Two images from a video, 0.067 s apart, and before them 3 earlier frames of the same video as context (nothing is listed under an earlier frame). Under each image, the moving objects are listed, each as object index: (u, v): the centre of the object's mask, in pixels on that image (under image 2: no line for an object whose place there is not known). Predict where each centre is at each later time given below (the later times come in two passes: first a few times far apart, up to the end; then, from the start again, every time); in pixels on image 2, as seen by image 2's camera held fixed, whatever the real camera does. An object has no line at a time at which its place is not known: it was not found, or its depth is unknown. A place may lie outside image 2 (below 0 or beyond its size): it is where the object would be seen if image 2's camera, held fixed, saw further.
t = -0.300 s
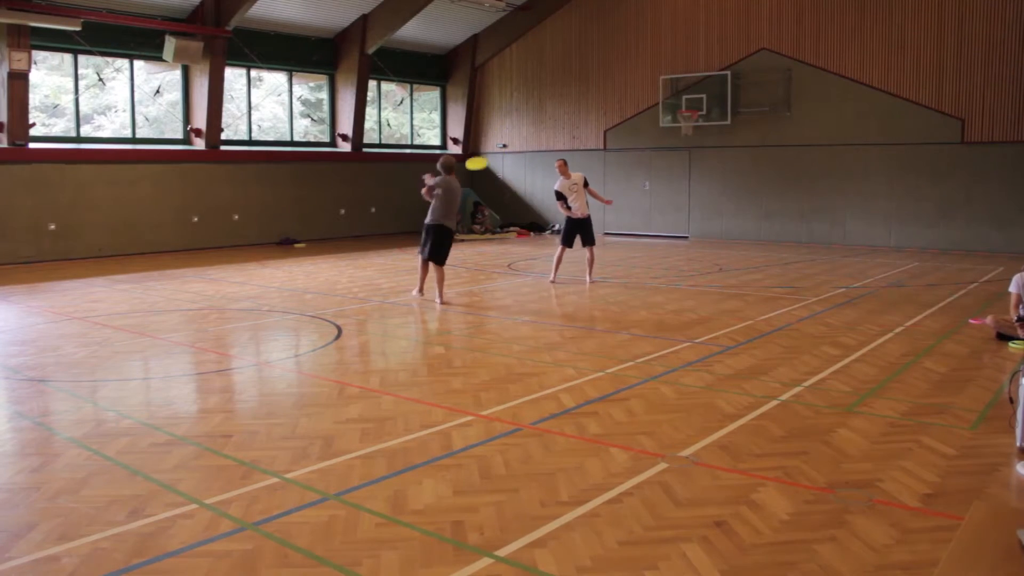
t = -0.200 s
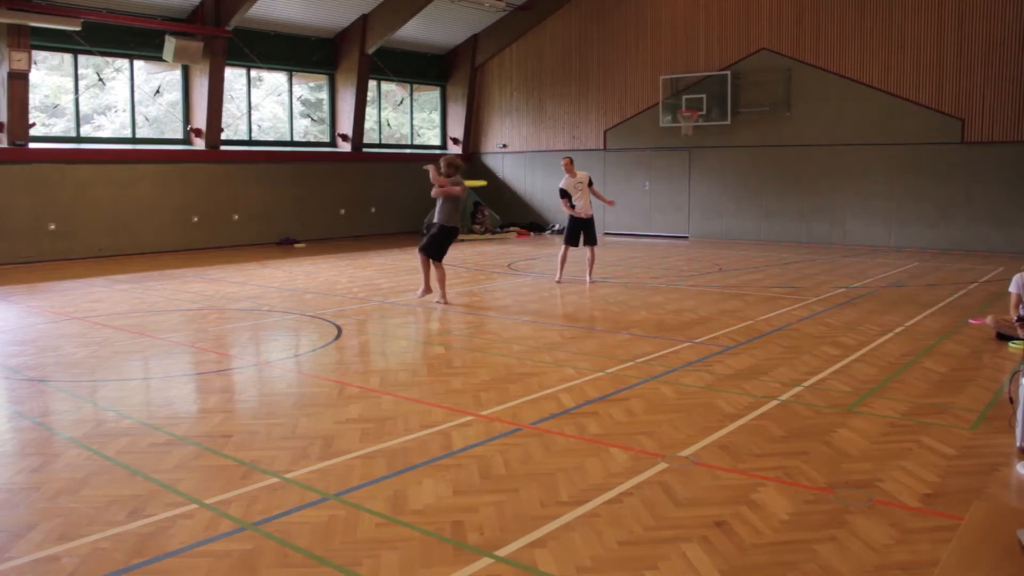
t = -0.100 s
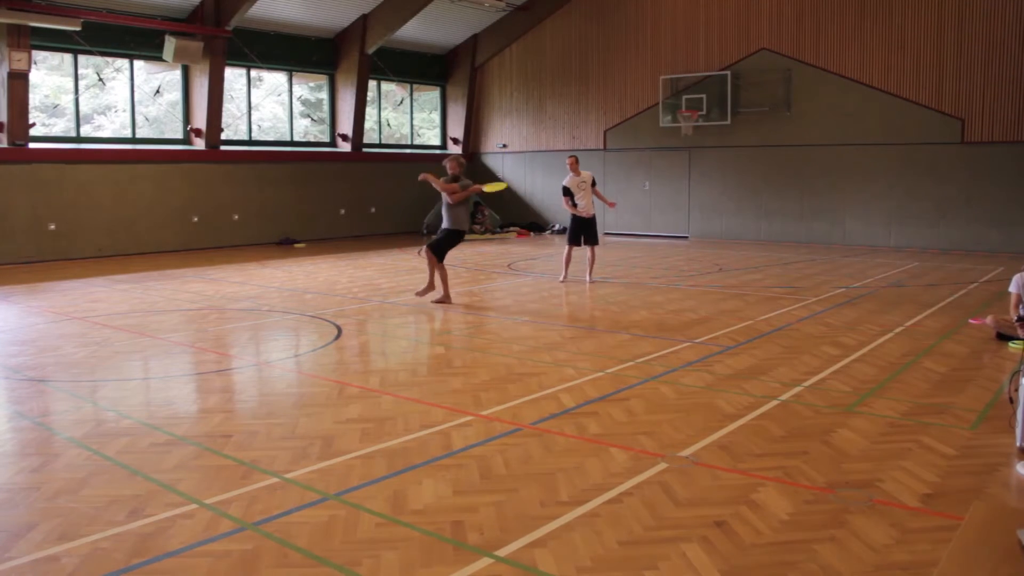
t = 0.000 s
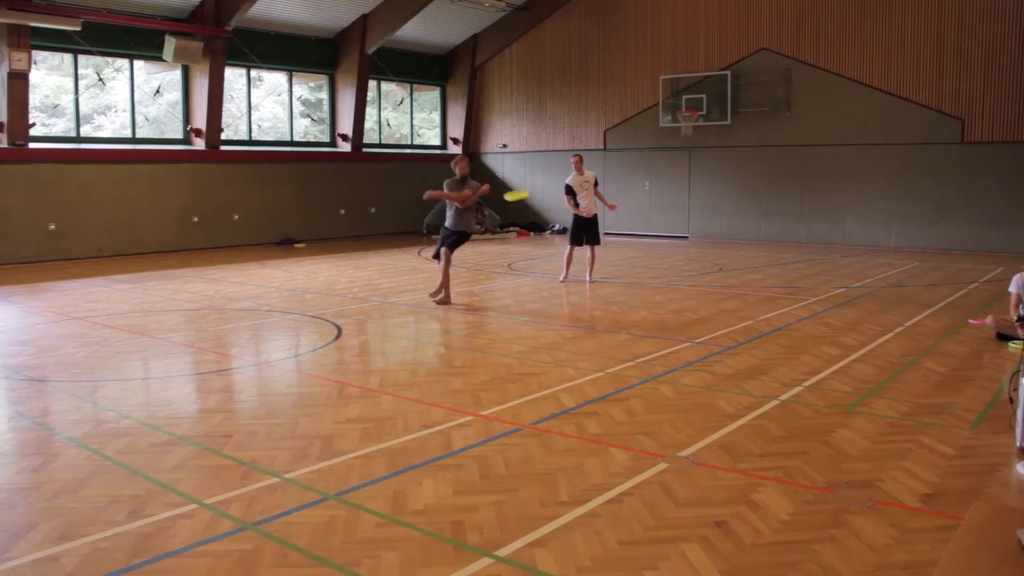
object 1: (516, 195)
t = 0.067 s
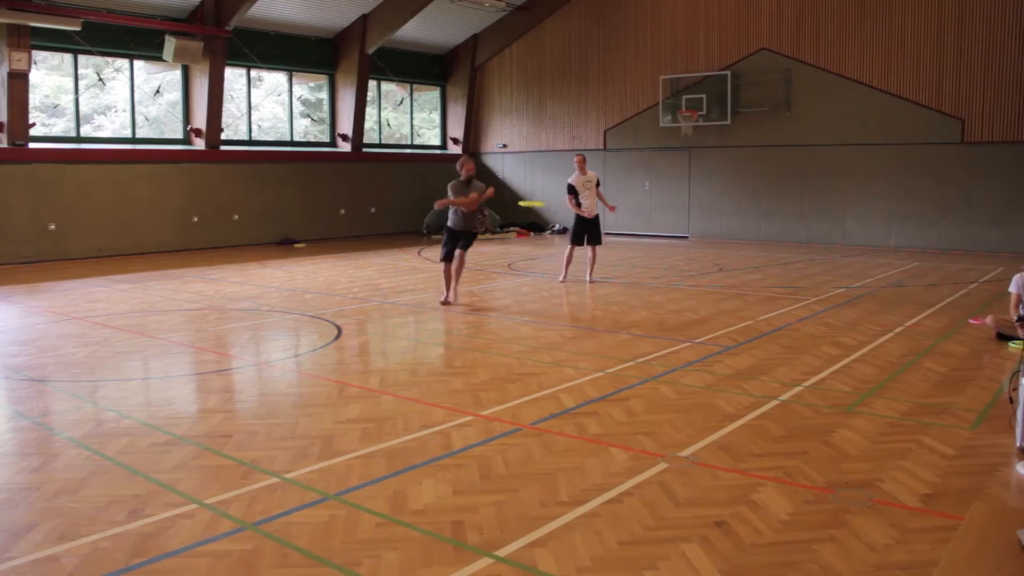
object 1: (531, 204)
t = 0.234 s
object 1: (572, 236)
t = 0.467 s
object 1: (629, 304)
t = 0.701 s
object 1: (694, 352)
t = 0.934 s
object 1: (769, 369)
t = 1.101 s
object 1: (826, 381)
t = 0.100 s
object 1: (538, 210)
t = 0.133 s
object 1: (547, 216)
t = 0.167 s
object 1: (555, 222)
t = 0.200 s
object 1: (562, 229)
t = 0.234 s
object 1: (572, 236)
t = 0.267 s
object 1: (578, 245)
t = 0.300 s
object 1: (587, 253)
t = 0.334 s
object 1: (596, 262)
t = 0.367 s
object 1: (604, 273)
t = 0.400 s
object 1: (612, 283)
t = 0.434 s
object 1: (620, 292)
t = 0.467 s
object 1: (629, 304)
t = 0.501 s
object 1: (638, 315)
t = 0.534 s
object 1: (647, 327)
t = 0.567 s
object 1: (657, 339)
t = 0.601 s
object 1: (666, 345)
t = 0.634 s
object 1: (676, 347)
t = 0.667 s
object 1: (687, 351)
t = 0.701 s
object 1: (694, 352)
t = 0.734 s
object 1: (705, 354)
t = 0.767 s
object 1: (716, 356)
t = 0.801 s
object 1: (726, 359)
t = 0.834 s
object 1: (737, 361)
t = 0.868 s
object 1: (747, 364)
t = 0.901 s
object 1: (759, 367)
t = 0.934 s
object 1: (769, 369)
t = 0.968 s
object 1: (781, 371)
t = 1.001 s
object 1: (792, 375)
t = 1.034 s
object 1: (802, 376)
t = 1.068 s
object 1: (814, 379)
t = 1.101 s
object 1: (826, 381)
